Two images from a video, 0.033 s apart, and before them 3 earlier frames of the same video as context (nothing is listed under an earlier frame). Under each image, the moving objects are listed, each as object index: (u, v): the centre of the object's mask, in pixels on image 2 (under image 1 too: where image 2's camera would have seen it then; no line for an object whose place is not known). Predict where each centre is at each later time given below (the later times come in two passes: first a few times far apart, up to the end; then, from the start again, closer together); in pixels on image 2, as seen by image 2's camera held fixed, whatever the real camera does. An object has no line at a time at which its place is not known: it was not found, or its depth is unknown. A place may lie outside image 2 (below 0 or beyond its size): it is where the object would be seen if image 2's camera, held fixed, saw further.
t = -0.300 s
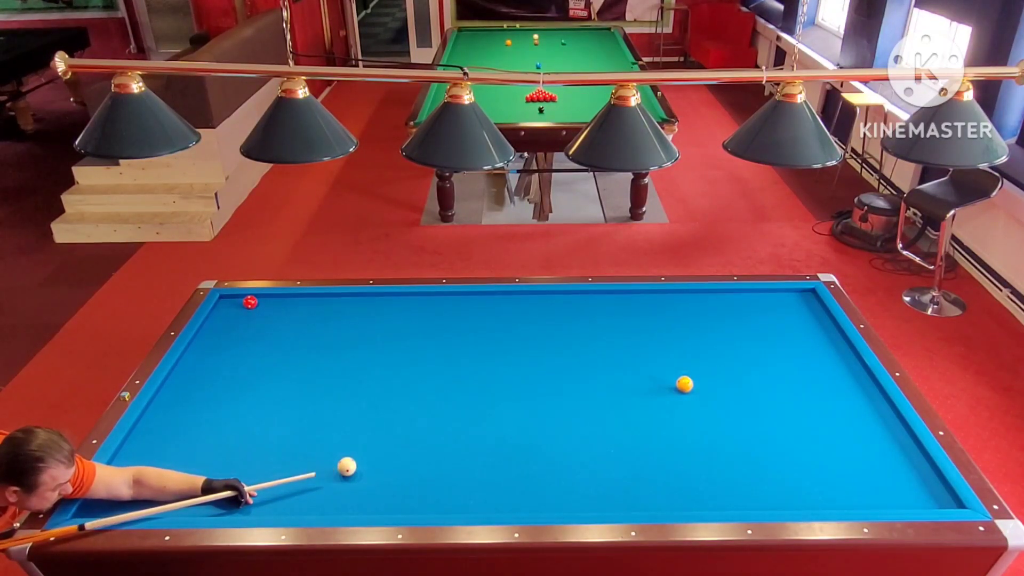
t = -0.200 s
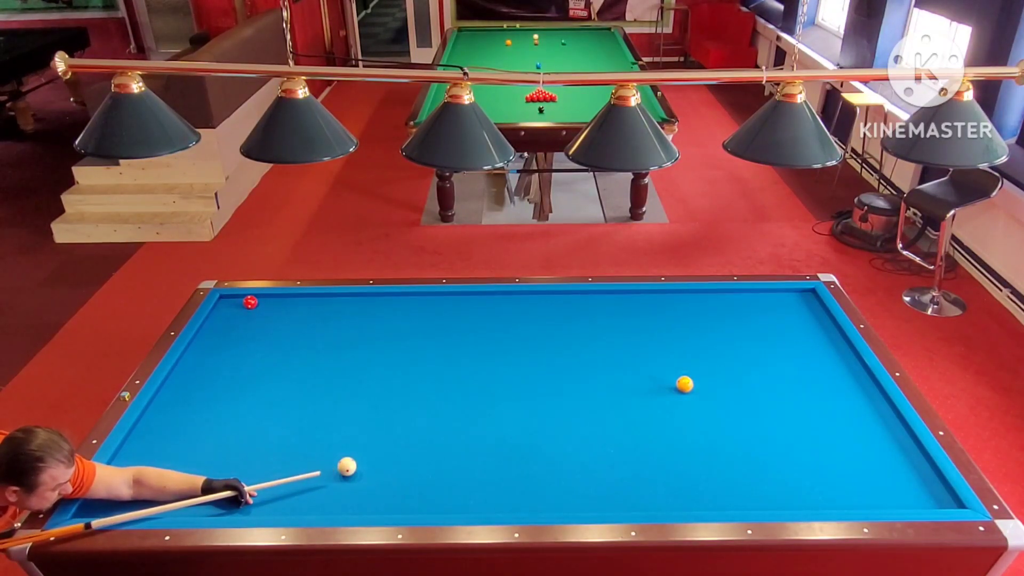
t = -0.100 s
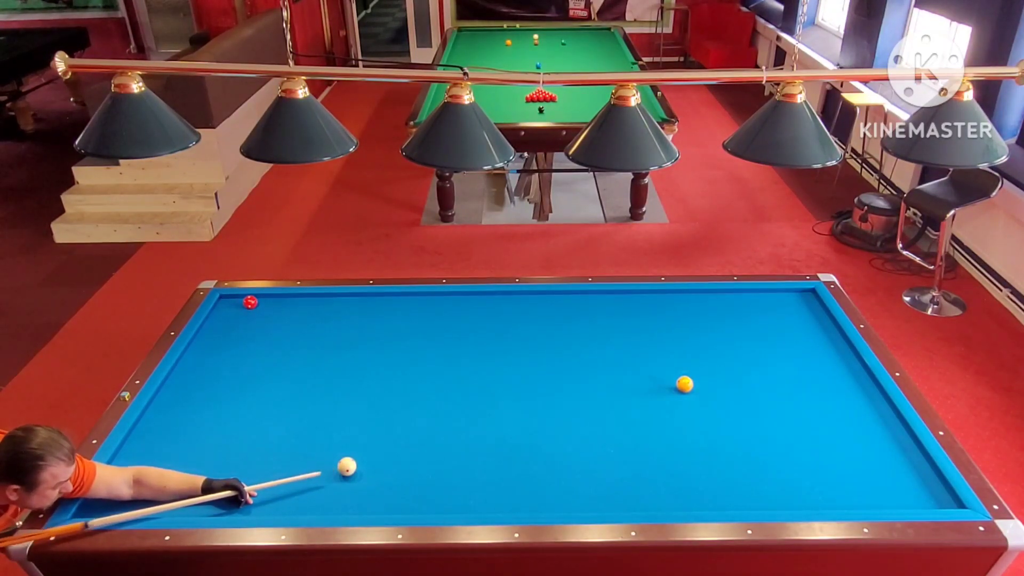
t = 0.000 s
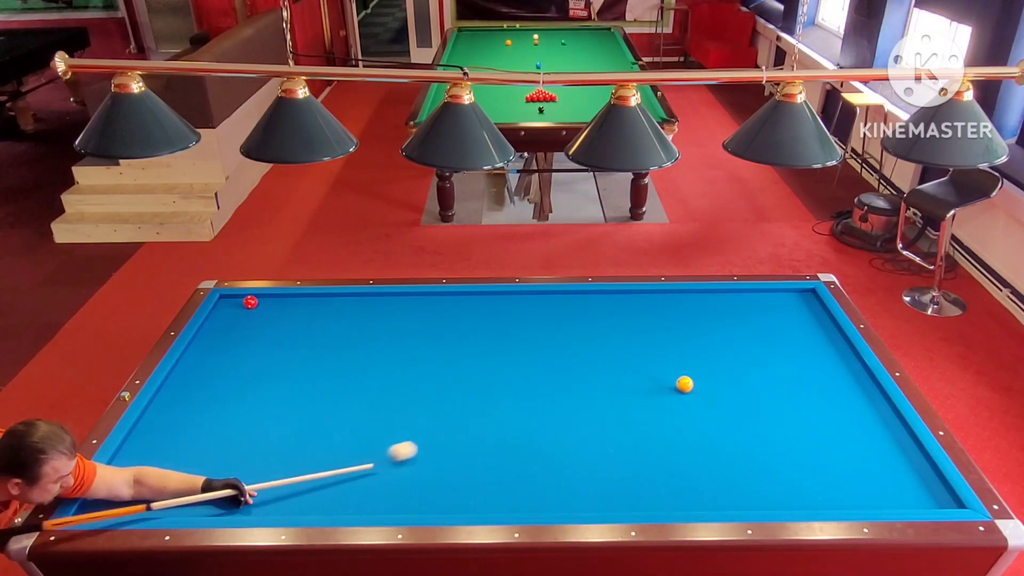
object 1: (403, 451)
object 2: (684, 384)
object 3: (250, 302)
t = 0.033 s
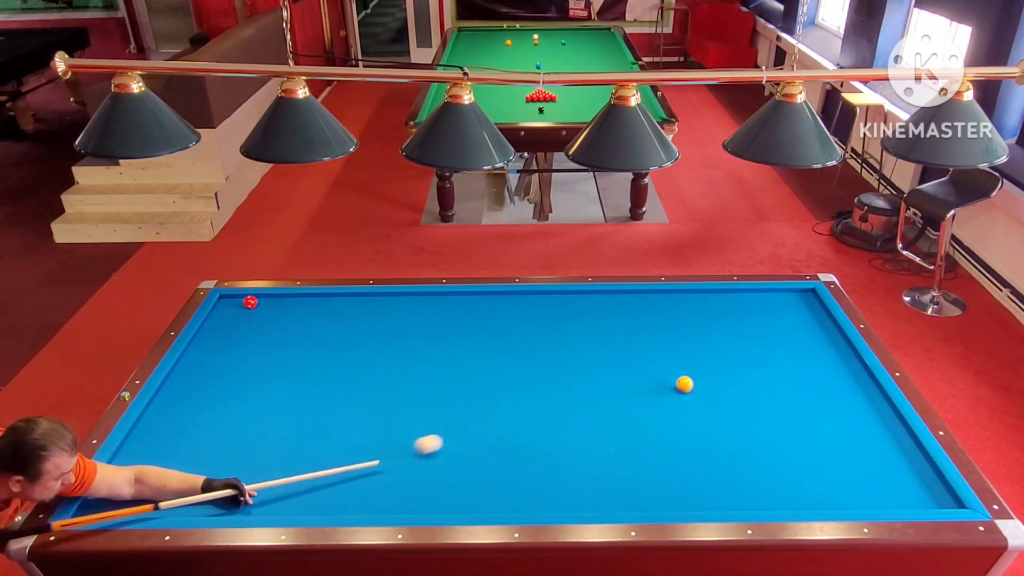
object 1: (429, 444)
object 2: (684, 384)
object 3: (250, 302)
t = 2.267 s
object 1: (734, 410)
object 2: (711, 445)
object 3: (250, 302)
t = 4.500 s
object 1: (425, 398)
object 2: (396, 492)
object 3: (250, 302)
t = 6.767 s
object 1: (232, 306)
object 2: (150, 498)
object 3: (250, 302)
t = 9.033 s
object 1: (233, 314)
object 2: (160, 483)
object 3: (287, 302)
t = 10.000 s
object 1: (232, 316)
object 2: (182, 480)
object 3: (293, 303)
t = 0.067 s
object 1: (453, 438)
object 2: (684, 384)
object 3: (250, 302)
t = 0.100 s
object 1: (477, 431)
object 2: (684, 384)
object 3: (250, 302)
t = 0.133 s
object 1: (499, 425)
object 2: (684, 384)
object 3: (250, 302)
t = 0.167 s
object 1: (521, 420)
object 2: (684, 384)
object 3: (250, 302)
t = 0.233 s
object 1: (560, 409)
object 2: (684, 384)
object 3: (250, 302)
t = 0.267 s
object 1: (579, 404)
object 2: (684, 384)
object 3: (250, 302)
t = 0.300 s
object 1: (597, 400)
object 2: (684, 384)
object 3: (250, 302)
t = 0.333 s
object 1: (615, 395)
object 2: (684, 384)
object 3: (250, 302)
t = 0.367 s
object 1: (632, 391)
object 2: (684, 384)
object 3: (250, 302)
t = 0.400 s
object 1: (649, 386)
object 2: (684, 384)
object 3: (250, 302)
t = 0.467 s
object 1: (671, 376)
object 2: (696, 386)
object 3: (250, 302)
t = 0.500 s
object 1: (674, 370)
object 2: (710, 388)
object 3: (250, 302)
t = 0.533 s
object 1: (677, 364)
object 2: (722, 390)
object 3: (250, 302)
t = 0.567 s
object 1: (681, 358)
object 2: (735, 392)
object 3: (250, 302)
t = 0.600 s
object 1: (686, 353)
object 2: (748, 394)
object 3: (250, 302)
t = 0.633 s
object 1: (690, 348)
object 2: (759, 396)
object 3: (250, 302)
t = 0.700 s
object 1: (701, 337)
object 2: (781, 399)
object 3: (250, 302)
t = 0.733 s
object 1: (706, 332)
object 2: (791, 401)
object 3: (250, 302)
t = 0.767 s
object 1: (712, 328)
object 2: (802, 402)
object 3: (250, 302)
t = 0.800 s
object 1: (716, 323)
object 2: (812, 404)
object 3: (250, 302)
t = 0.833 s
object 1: (721, 319)
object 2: (823, 406)
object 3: (250, 302)
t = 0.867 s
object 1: (726, 314)
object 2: (834, 407)
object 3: (250, 302)
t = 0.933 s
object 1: (735, 305)
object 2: (855, 411)
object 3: (250, 302)
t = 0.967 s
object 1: (740, 301)
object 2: (866, 412)
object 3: (250, 302)
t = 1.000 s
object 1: (744, 297)
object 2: (877, 414)
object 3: (250, 302)
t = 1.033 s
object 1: (748, 293)
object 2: (888, 416)
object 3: (250, 302)
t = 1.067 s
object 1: (756, 294)
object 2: (894, 417)
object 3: (250, 302)
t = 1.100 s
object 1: (766, 296)
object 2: (887, 418)
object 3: (250, 302)
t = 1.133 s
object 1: (776, 299)
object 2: (880, 418)
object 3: (250, 302)
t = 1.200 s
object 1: (795, 304)
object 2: (868, 420)
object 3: (250, 302)
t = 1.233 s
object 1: (804, 307)
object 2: (863, 421)
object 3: (250, 302)
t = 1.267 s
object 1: (813, 309)
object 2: (857, 422)
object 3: (250, 302)
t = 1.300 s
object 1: (822, 311)
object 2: (853, 422)
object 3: (250, 302)
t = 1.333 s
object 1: (821, 314)
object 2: (848, 423)
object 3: (250, 302)
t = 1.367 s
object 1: (818, 317)
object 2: (843, 424)
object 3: (250, 302)
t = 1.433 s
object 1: (810, 323)
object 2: (833, 426)
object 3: (250, 302)
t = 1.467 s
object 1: (807, 326)
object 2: (828, 426)
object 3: (250, 302)
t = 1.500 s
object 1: (805, 329)
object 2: (823, 427)
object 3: (250, 302)
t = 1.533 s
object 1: (802, 332)
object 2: (818, 428)
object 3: (250, 302)
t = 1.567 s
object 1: (799, 336)
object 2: (813, 429)
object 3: (250, 302)
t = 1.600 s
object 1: (797, 339)
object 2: (809, 429)
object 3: (250, 302)
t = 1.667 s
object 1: (791, 345)
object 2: (798, 431)
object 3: (250, 302)
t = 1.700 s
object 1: (788, 348)
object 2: (793, 432)
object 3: (250, 302)
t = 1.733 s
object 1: (785, 352)
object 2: (789, 433)
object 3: (250, 302)
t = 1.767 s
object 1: (782, 355)
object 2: (784, 434)
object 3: (250, 302)
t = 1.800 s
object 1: (779, 359)
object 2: (779, 434)
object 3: (250, 302)
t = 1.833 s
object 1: (776, 362)
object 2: (774, 435)
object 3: (250, 302)
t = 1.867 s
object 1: (773, 365)
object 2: (769, 436)
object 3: (250, 302)
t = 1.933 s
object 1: (767, 372)
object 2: (759, 438)
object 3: (250, 302)
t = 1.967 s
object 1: (764, 376)
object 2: (754, 438)
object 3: (250, 302)
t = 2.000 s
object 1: (761, 380)
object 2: (749, 439)
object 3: (250, 302)
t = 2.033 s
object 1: (757, 383)
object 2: (745, 440)
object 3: (250, 302)
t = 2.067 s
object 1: (754, 387)
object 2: (740, 440)
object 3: (250, 302)
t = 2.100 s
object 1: (751, 391)
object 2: (735, 441)
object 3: (250, 302)
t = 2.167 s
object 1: (744, 399)
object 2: (725, 443)
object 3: (250, 302)
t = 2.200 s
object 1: (741, 402)
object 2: (720, 444)
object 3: (250, 302)
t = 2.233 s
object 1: (737, 406)
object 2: (715, 445)
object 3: (250, 302)
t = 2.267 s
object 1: (734, 410)
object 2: (711, 445)
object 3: (250, 302)
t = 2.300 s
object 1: (730, 415)
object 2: (706, 446)
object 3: (250, 302)
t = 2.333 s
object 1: (727, 418)
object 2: (701, 447)
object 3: (250, 302)
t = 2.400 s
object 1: (719, 427)
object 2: (691, 448)
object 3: (250, 302)
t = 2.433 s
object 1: (716, 431)
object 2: (687, 449)
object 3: (250, 302)
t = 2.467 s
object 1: (712, 435)
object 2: (682, 450)
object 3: (250, 302)
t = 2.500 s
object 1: (708, 440)
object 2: (677, 450)
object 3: (250, 302)
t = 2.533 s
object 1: (704, 444)
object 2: (672, 451)
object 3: (250, 302)
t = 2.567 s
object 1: (700, 449)
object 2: (667, 452)
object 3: (250, 302)
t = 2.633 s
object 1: (692, 458)
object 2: (658, 454)
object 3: (250, 302)
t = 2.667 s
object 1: (688, 463)
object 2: (653, 455)
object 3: (250, 302)
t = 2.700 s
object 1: (684, 467)
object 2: (648, 455)
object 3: (250, 302)
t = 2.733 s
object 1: (680, 472)
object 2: (643, 456)
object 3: (250, 302)
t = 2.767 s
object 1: (676, 477)
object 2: (638, 457)
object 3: (250, 302)
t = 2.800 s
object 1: (671, 482)
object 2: (634, 457)
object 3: (250, 302)
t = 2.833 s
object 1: (667, 487)
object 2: (628, 458)
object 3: (250, 302)
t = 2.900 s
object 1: (658, 497)
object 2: (619, 460)
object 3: (250, 302)
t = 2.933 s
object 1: (654, 502)
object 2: (614, 461)
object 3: (250, 302)
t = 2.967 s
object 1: (649, 505)
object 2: (609, 461)
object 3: (250, 302)
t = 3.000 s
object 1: (642, 503)
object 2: (605, 462)
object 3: (250, 302)
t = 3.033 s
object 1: (636, 499)
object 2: (600, 463)
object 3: (250, 302)
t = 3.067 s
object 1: (630, 497)
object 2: (595, 464)
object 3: (250, 302)
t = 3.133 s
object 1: (618, 491)
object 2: (585, 465)
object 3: (250, 302)
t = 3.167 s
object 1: (612, 488)
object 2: (580, 466)
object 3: (250, 302)
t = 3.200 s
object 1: (607, 485)
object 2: (576, 466)
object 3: (250, 302)
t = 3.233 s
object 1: (601, 482)
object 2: (571, 467)
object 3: (250, 302)
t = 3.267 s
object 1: (595, 480)
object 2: (566, 468)
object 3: (250, 302)
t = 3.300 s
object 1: (590, 477)
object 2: (561, 469)
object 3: (250, 302)
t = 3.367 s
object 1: (579, 472)
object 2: (552, 471)
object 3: (250, 302)
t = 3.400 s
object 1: (573, 470)
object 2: (547, 471)
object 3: (250, 302)
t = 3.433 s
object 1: (568, 467)
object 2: (543, 472)
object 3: (250, 302)
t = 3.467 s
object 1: (563, 465)
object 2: (538, 472)
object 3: (250, 302)
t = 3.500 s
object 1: (557, 462)
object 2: (533, 473)
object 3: (250, 302)
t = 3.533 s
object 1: (552, 460)
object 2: (528, 474)
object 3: (250, 302)
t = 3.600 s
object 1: (542, 455)
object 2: (519, 475)
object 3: (250, 302)
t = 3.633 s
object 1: (537, 452)
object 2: (515, 476)
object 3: (250, 302)
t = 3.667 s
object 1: (532, 450)
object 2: (510, 476)
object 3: (250, 302)
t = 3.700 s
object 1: (527, 448)
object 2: (505, 477)
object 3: (250, 302)
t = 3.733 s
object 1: (522, 445)
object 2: (501, 478)
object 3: (250, 302)
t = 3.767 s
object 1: (518, 443)
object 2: (496, 478)
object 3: (250, 302)
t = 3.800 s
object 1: (513, 441)
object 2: (491, 479)
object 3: (250, 302)
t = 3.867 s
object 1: (504, 436)
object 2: (482, 480)
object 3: (250, 302)
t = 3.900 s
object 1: (500, 434)
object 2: (477, 481)
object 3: (250, 302)
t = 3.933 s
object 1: (495, 432)
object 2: (473, 481)
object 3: (250, 302)
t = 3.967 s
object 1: (490, 430)
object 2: (468, 482)
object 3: (250, 302)
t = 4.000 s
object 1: (486, 428)
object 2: (464, 483)
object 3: (250, 302)
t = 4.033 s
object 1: (482, 426)
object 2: (459, 484)
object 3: (250, 302)
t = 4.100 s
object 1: (473, 421)
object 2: (450, 485)
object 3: (250, 302)
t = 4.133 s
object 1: (469, 419)
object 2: (445, 485)
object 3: (250, 302)
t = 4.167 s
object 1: (465, 417)
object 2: (441, 486)
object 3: (250, 302)
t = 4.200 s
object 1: (460, 416)
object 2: (436, 487)
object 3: (250, 302)
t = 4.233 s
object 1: (456, 413)
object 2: (431, 487)
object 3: (250, 302)
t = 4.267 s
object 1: (452, 412)
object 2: (427, 488)
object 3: (250, 302)
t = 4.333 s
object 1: (444, 408)
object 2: (418, 489)
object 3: (250, 302)
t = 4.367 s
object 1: (440, 406)
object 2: (414, 490)
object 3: (250, 302)
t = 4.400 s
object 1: (436, 404)
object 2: (409, 491)
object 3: (250, 302)
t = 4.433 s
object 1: (432, 402)
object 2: (405, 491)
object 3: (250, 302)
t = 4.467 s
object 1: (428, 400)
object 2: (400, 492)
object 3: (250, 302)
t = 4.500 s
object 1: (425, 398)
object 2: (396, 492)
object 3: (250, 302)
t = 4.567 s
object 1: (417, 395)
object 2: (387, 494)
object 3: (250, 302)
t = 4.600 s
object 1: (413, 393)
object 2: (382, 494)
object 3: (250, 302)
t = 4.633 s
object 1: (410, 391)
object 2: (378, 495)
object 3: (250, 302)
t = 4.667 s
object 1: (406, 389)
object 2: (373, 496)
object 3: (250, 302)
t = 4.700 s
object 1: (402, 388)
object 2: (369, 496)
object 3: (250, 302)
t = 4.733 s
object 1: (399, 386)
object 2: (364, 497)
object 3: (250, 302)
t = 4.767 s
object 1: (395, 384)
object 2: (360, 498)
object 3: (250, 302)
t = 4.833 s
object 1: (388, 381)
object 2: (352, 499)
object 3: (250, 302)
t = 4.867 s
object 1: (385, 379)
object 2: (347, 499)
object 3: (250, 302)
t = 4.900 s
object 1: (382, 378)
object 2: (343, 500)
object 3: (250, 302)
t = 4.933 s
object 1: (378, 376)
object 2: (339, 501)
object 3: (250, 302)
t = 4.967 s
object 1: (375, 374)
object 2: (334, 501)
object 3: (250, 302)
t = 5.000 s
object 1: (372, 373)
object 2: (330, 502)
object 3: (250, 302)
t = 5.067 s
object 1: (365, 370)
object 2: (321, 503)
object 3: (250, 302)
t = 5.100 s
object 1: (362, 368)
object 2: (317, 504)
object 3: (250, 302)
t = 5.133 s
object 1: (359, 367)
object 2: (313, 504)
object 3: (250, 302)
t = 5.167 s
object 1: (356, 365)
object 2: (308, 505)
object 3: (250, 302)
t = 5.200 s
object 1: (353, 364)
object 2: (304, 505)
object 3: (250, 302)
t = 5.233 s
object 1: (350, 362)
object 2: (300, 506)
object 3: (250, 302)
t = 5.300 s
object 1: (343, 359)
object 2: (292, 507)
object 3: (250, 302)
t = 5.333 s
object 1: (341, 358)
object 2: (287, 507)
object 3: (250, 302)
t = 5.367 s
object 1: (337, 356)
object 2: (283, 508)
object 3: (250, 302)
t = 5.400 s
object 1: (335, 355)
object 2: (279, 508)
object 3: (250, 302)
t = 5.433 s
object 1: (332, 353)
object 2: (275, 508)
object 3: (250, 302)
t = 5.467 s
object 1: (329, 352)
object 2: (271, 509)
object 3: (250, 302)
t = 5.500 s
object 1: (326, 351)
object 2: (267, 509)
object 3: (250, 302)
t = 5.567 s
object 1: (320, 348)
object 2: (260, 508)
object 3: (250, 302)
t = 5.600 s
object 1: (317, 346)
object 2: (257, 508)
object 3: (250, 302)
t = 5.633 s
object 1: (315, 345)
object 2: (254, 508)
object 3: (250, 302)
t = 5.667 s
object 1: (312, 344)
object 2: (250, 508)
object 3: (250, 302)
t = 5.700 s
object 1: (309, 343)
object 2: (247, 507)
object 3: (250, 302)
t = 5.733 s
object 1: (306, 341)
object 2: (244, 507)
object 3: (250, 302)
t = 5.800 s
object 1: (301, 339)
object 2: (237, 507)
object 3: (250, 302)
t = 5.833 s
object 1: (298, 337)
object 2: (234, 507)
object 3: (250, 302)
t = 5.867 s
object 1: (296, 336)
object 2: (231, 506)
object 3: (250, 302)
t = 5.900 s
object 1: (293, 335)
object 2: (227, 506)
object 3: (250, 302)
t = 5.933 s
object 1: (291, 334)
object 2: (224, 506)
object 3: (250, 302)
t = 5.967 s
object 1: (288, 332)
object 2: (221, 506)
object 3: (250, 302)
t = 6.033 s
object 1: (283, 330)
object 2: (215, 505)
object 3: (250, 302)
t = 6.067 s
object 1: (280, 329)
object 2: (212, 505)
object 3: (250, 302)
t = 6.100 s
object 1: (278, 328)
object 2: (208, 504)
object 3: (250, 302)
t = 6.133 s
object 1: (276, 326)
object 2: (205, 504)
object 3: (250, 302)
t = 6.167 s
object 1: (273, 325)
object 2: (203, 504)
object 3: (250, 302)
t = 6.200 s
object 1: (271, 324)
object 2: (199, 503)
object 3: (250, 302)
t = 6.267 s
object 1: (266, 322)
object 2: (193, 502)
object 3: (250, 302)
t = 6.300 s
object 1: (264, 321)
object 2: (190, 502)
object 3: (250, 302)
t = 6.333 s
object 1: (261, 320)
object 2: (187, 502)
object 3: (250, 302)
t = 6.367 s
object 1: (259, 319)
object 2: (184, 502)
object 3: (250, 302)
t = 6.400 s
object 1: (257, 317)
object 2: (181, 501)
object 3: (250, 302)
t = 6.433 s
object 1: (254, 316)
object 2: (178, 501)
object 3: (250, 302)
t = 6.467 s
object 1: (252, 315)
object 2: (176, 501)
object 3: (250, 302)
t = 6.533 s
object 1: (247, 313)
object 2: (170, 500)
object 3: (250, 301)
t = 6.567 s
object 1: (245, 312)
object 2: (167, 500)
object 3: (251, 301)
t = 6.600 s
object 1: (243, 311)
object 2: (164, 499)
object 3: (251, 301)
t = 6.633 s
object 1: (241, 310)
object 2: (161, 499)
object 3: (251, 301)
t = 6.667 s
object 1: (239, 309)
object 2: (158, 499)
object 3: (251, 302)
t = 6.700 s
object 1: (237, 308)
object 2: (156, 499)
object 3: (250, 302)
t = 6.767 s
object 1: (232, 306)
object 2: (150, 498)
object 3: (250, 302)
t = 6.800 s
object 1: (230, 305)
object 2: (147, 498)
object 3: (250, 302)
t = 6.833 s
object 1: (228, 304)
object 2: (145, 497)
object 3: (250, 302)
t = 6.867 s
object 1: (226, 303)
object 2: (142, 497)
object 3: (250, 302)
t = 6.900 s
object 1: (224, 302)
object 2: (139, 497)
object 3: (250, 302)
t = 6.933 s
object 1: (222, 301)
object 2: (136, 496)
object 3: (250, 302)
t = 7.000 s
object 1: (226, 299)
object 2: (131, 496)
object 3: (250, 302)
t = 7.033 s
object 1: (228, 298)
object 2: (128, 496)
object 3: (250, 302)
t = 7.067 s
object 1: (230, 297)
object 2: (126, 495)
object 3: (250, 302)
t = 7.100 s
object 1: (232, 298)
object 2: (123, 495)
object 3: (250, 302)
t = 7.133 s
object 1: (233, 298)
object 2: (121, 495)
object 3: (250, 302)
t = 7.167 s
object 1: (234, 299)
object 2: (118, 494)
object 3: (250, 302)
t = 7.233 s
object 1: (236, 300)
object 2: (113, 494)
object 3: (250, 302)
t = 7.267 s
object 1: (237, 300)
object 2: (110, 494)
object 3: (251, 302)
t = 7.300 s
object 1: (238, 301)
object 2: (108, 493)
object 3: (251, 302)
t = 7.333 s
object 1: (238, 301)
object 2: (105, 493)
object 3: (252, 302)
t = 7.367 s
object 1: (238, 302)
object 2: (103, 493)
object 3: (253, 302)
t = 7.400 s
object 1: (238, 302)
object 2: (100, 493)
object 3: (254, 302)
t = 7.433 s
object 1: (238, 302)
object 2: (98, 492)
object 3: (255, 302)
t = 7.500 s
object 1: (238, 303)
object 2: (98, 492)
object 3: (257, 302)
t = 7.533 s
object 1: (237, 303)
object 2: (99, 491)
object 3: (257, 302)
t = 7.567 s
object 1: (237, 304)
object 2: (101, 491)
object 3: (258, 302)
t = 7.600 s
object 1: (237, 304)
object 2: (103, 491)
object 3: (259, 302)
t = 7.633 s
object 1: (237, 304)
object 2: (105, 491)
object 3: (260, 302)
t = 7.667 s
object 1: (237, 305)
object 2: (106, 491)
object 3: (261, 302)
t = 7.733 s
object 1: (236, 305)
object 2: (110, 490)
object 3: (263, 302)
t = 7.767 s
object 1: (236, 306)
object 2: (111, 490)
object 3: (264, 302)
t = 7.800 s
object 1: (236, 306)
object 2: (113, 490)
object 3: (264, 302)
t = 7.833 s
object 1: (236, 306)
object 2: (114, 490)
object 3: (265, 302)
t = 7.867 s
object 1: (236, 307)
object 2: (116, 489)
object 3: (266, 302)
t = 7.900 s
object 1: (236, 307)
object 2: (118, 489)
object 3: (267, 302)
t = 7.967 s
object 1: (235, 308)
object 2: (121, 489)
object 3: (268, 302)
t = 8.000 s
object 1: (235, 308)
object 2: (122, 488)
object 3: (269, 302)
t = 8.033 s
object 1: (235, 308)
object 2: (124, 488)
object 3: (270, 302)
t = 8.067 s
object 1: (235, 308)
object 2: (125, 488)
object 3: (270, 302)
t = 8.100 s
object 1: (235, 309)
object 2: (127, 488)
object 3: (271, 302)
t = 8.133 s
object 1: (235, 309)
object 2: (128, 488)
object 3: (272, 302)
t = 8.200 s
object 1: (235, 309)
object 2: (131, 487)
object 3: (273, 302)
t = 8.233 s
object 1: (234, 309)
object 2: (132, 487)
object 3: (274, 302)
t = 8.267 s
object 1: (234, 310)
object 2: (134, 487)
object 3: (275, 302)
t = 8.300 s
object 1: (234, 310)
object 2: (135, 486)
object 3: (275, 302)
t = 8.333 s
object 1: (234, 310)
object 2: (136, 486)
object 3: (276, 302)
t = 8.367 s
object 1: (234, 310)
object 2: (137, 486)
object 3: (276, 302)
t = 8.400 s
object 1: (234, 311)
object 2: (139, 486)
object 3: (277, 302)
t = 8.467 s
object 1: (234, 311)
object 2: (141, 486)
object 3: (278, 302)
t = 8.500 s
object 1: (234, 311)
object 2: (143, 486)
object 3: (279, 302)
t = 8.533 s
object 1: (234, 312)
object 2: (144, 485)
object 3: (280, 302)
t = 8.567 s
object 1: (234, 312)
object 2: (145, 485)
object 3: (280, 303)
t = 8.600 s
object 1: (234, 312)
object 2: (146, 485)
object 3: (281, 302)
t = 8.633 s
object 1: (234, 312)
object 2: (147, 485)
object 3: (281, 302)
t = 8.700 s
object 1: (233, 313)
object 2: (150, 484)
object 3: (282, 302)
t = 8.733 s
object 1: (233, 313)
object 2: (151, 484)
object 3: (283, 302)
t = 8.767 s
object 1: (233, 313)
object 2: (152, 484)
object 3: (283, 302)
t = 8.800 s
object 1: (233, 313)
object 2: (153, 484)
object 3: (284, 302)
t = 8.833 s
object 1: (233, 313)
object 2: (154, 484)
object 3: (284, 303)
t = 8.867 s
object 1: (233, 313)
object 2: (155, 484)
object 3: (284, 302)
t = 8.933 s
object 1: (233, 314)
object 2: (157, 484)
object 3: (286, 302)
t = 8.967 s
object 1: (233, 314)
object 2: (158, 483)
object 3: (286, 302)
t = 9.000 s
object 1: (233, 314)
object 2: (159, 483)
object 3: (286, 302)
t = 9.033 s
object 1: (233, 314)
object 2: (160, 483)
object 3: (287, 302)
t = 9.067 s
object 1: (233, 314)
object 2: (161, 483)
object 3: (287, 302)
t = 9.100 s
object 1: (233, 314)
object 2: (163, 483)
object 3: (287, 302)
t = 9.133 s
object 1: (233, 314)
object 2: (163, 483)
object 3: (288, 302)
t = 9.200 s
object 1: (233, 314)
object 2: (165, 483)
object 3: (288, 302)
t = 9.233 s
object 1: (233, 315)
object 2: (166, 482)
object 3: (289, 302)
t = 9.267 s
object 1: (233, 315)
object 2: (167, 482)
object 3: (289, 302)
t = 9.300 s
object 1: (233, 315)
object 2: (168, 482)
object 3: (289, 302)
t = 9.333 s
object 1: (233, 315)
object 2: (169, 482)
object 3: (290, 302)
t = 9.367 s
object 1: (233, 315)
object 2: (169, 482)
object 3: (290, 302)
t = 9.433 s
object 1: (232, 315)
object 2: (171, 482)
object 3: (291, 302)
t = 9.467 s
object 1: (232, 315)
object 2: (172, 482)
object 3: (291, 302)
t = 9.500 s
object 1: (232, 315)
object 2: (173, 482)
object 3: (291, 303)
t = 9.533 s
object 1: (232, 315)
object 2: (173, 481)
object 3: (291, 303)
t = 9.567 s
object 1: (232, 315)
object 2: (174, 481)
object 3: (291, 303)
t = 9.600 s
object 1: (232, 316)
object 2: (175, 481)
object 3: (292, 303)
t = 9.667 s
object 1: (232, 315)
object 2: (176, 481)
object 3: (292, 303)
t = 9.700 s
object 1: (232, 316)
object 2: (177, 481)
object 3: (292, 303)
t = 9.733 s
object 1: (232, 316)
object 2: (177, 481)
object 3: (292, 303)
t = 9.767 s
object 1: (232, 316)
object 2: (178, 481)
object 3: (293, 303)
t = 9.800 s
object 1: (232, 316)
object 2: (178, 481)
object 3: (293, 303)
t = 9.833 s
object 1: (232, 316)
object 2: (179, 481)
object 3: (293, 303)
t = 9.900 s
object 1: (232, 316)
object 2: (180, 480)
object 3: (293, 303)
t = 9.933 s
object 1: (232, 316)
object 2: (181, 480)
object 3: (293, 303)
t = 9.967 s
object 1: (232, 316)
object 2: (181, 480)
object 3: (293, 303)
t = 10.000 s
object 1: (232, 316)
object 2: (182, 480)
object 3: (293, 303)
